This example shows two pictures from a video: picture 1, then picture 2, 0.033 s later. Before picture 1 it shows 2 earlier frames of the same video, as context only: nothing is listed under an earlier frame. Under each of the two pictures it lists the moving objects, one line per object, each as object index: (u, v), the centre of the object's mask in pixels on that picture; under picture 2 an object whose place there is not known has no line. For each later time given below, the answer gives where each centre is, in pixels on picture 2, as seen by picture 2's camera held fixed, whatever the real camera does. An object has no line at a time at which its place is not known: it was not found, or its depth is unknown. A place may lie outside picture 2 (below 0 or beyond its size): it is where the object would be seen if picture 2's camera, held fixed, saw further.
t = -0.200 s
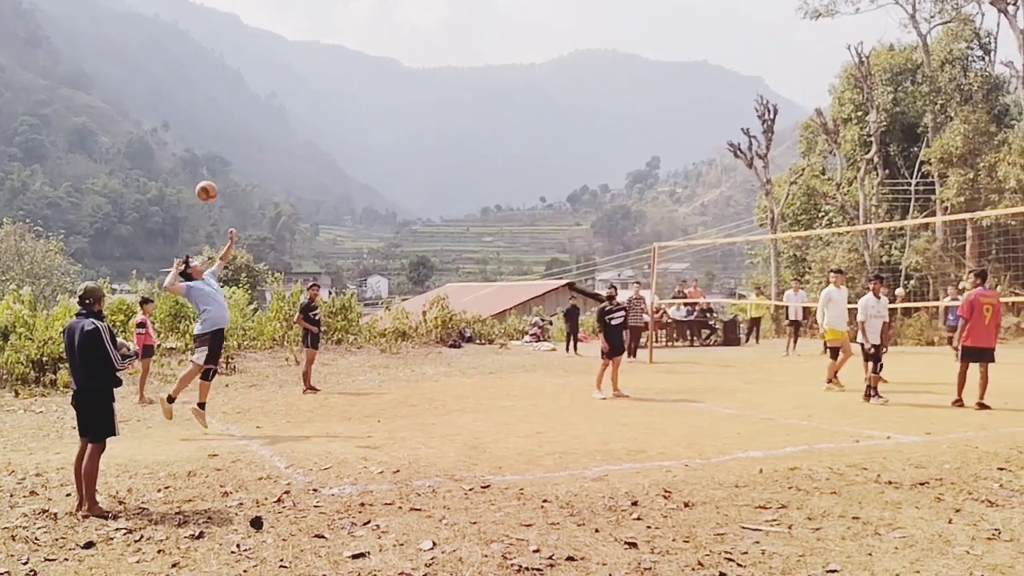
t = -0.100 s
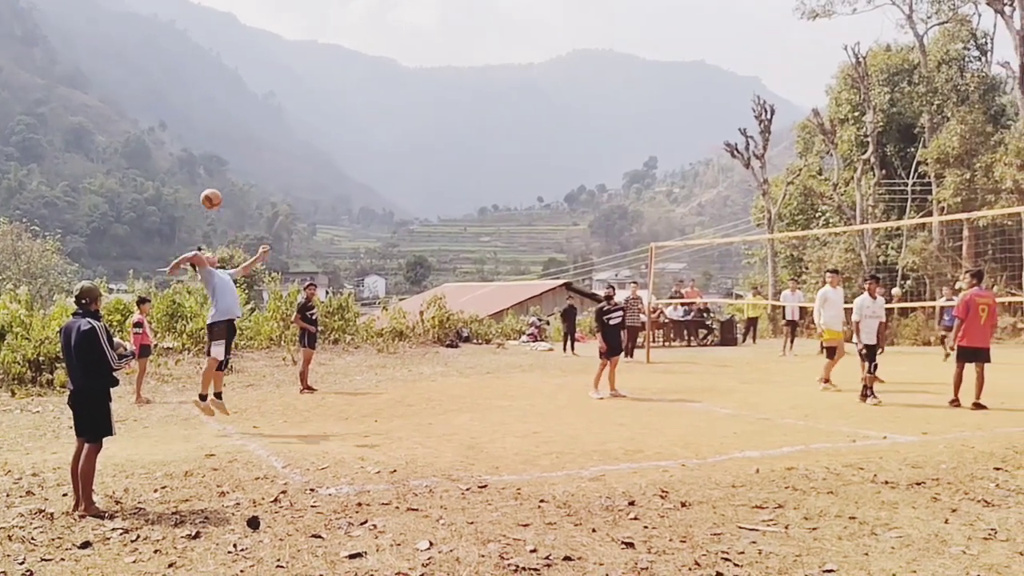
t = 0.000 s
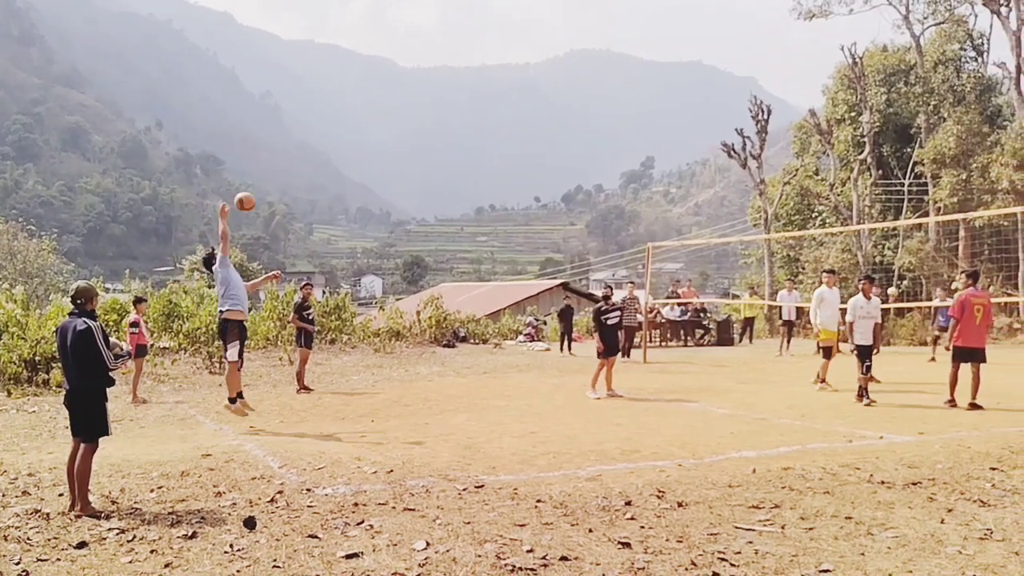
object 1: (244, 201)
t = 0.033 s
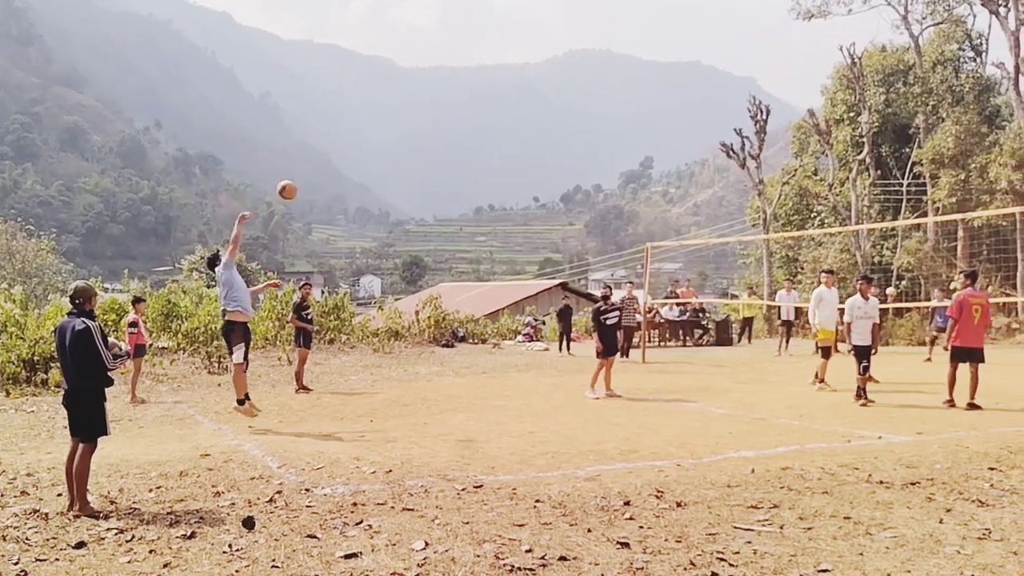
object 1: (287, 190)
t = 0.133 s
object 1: (368, 171)
